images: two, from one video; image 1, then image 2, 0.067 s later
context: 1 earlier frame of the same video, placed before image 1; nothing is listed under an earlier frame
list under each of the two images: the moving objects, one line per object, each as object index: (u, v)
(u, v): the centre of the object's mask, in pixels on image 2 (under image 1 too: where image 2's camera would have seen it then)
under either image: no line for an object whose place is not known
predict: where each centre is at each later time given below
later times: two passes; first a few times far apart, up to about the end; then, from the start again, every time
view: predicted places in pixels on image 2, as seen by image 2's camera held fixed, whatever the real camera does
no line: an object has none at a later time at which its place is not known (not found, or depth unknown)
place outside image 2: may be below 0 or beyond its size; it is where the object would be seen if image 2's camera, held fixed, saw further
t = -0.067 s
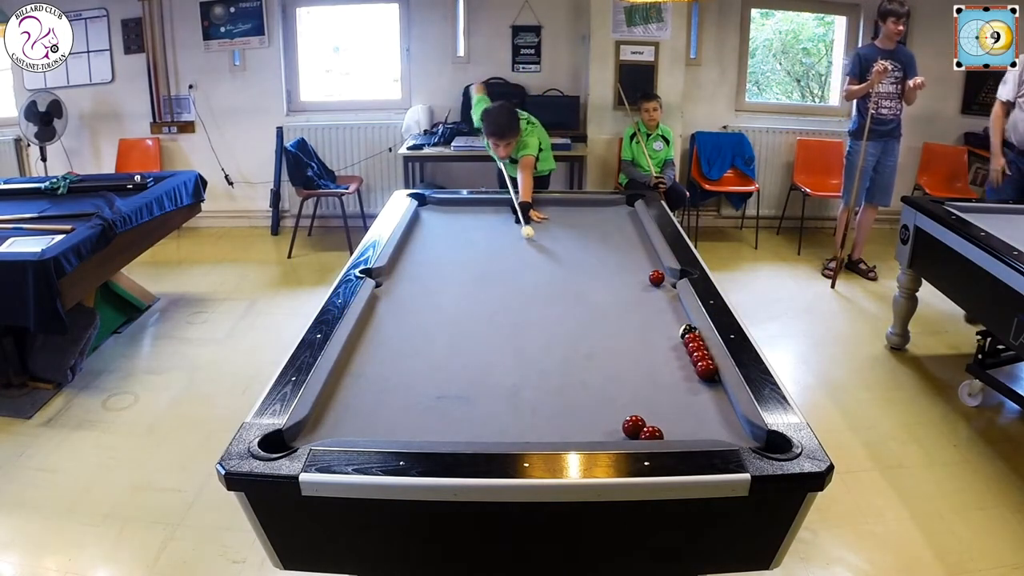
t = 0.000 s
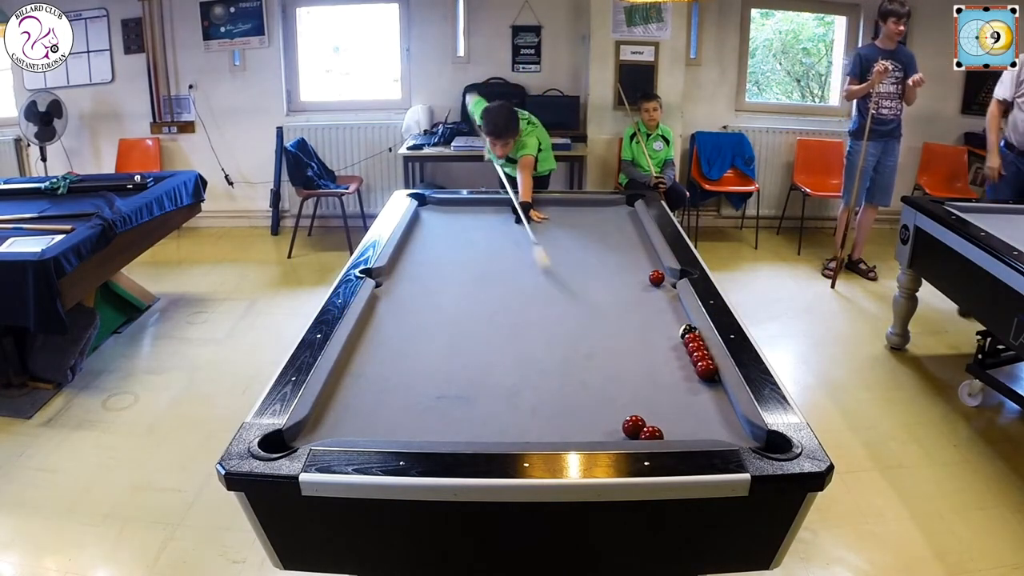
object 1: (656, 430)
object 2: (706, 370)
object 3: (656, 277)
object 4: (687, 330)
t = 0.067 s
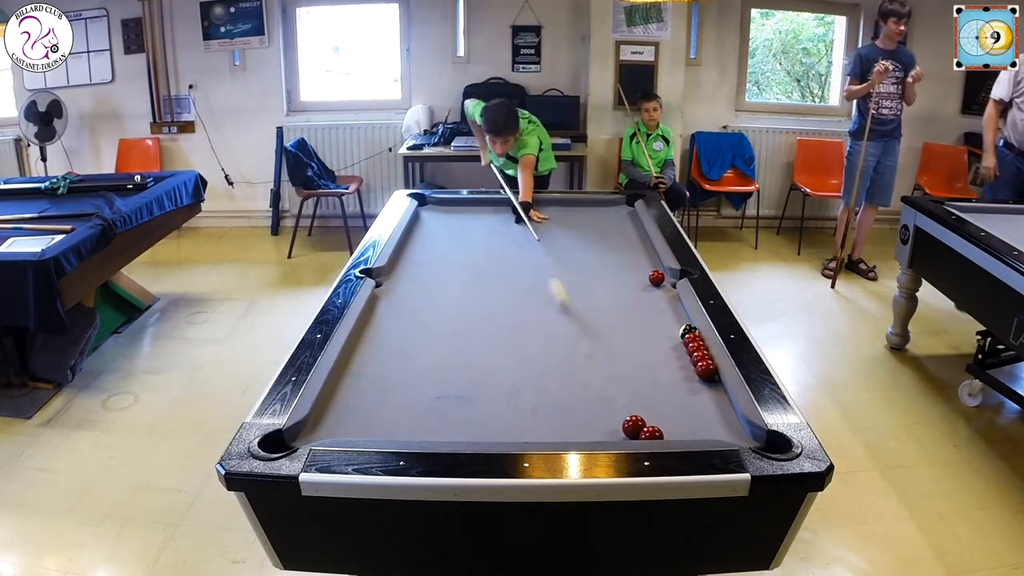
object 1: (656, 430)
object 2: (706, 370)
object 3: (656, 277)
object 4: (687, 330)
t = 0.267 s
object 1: (670, 419)
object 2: (706, 370)
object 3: (656, 277)
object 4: (687, 330)
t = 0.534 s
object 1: (661, 374)
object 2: (692, 370)
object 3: (656, 277)
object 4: (683, 318)
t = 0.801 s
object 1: (617, 358)
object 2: (667, 372)
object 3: (656, 277)
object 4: (673, 292)
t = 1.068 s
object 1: (579, 344)
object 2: (646, 374)
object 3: (648, 271)
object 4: (668, 280)
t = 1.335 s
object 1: (545, 332)
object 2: (627, 375)
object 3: (635, 262)
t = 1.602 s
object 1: (514, 321)
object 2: (612, 375)
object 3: (624, 254)
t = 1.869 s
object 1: (487, 312)
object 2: (600, 375)
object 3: (614, 247)
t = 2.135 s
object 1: (462, 303)
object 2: (591, 374)
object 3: (607, 241)
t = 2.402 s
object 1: (441, 296)
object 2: (586, 374)
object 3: (600, 236)
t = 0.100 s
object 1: (656, 430)
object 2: (706, 370)
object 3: (656, 277)
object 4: (687, 330)
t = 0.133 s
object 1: (656, 431)
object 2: (706, 370)
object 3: (656, 277)
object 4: (687, 330)
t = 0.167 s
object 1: (654, 431)
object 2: (706, 370)
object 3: (656, 277)
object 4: (687, 330)
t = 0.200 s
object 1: (653, 432)
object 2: (706, 370)
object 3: (656, 277)
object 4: (687, 330)
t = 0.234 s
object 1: (661, 429)
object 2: (706, 370)
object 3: (656, 277)
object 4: (687, 330)
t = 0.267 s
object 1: (670, 419)
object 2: (706, 370)
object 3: (656, 277)
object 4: (687, 330)
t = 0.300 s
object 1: (678, 406)
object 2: (706, 370)
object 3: (656, 277)
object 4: (687, 330)
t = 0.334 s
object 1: (685, 396)
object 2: (706, 370)
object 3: (656, 277)
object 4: (687, 330)
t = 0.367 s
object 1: (691, 385)
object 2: (706, 370)
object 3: (656, 277)
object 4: (688, 330)
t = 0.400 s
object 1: (692, 379)
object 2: (707, 369)
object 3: (656, 277)
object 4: (688, 330)
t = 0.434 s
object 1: (683, 378)
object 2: (702, 370)
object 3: (656, 277)
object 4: (684, 327)
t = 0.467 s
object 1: (675, 377)
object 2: (699, 369)
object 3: (656, 277)
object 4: (682, 324)
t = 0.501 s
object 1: (668, 376)
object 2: (696, 369)
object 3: (656, 277)
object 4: (682, 321)
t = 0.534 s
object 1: (661, 374)
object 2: (692, 370)
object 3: (656, 277)
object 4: (683, 318)
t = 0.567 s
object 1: (655, 372)
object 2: (688, 370)
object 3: (656, 277)
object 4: (683, 314)
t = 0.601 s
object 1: (649, 370)
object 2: (686, 370)
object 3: (656, 277)
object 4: (681, 312)
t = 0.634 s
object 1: (644, 367)
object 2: (682, 370)
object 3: (656, 277)
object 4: (678, 309)
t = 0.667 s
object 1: (639, 366)
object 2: (679, 370)
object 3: (656, 277)
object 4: (675, 305)
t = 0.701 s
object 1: (633, 364)
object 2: (676, 371)
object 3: (656, 277)
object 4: (671, 302)
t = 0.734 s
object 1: (627, 362)
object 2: (673, 371)
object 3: (656, 277)
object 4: (670, 299)
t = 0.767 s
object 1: (622, 360)
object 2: (670, 371)
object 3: (656, 277)
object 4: (673, 295)
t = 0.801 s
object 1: (617, 358)
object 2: (667, 372)
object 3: (656, 277)
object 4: (673, 292)
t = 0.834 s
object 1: (612, 356)
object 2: (665, 372)
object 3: (656, 277)
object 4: (672, 290)
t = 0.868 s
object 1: (607, 354)
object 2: (662, 372)
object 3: (656, 277)
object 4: (671, 288)
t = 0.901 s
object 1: (602, 352)
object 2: (659, 372)
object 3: (655, 276)
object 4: (667, 286)
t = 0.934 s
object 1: (597, 351)
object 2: (656, 373)
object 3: (654, 276)
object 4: (664, 283)
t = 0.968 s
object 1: (592, 349)
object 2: (654, 373)
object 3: (653, 275)
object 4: (665, 283)
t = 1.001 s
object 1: (588, 347)
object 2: (651, 373)
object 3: (651, 274)
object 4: (666, 282)
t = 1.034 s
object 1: (583, 345)
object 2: (648, 374)
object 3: (650, 273)
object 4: (667, 281)
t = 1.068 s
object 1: (579, 344)
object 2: (646, 374)
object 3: (648, 271)
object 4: (668, 280)
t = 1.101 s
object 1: (574, 342)
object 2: (643, 374)
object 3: (646, 270)
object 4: (669, 279)
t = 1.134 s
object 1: (570, 341)
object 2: (641, 374)
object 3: (644, 269)
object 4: (670, 278)
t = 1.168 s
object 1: (565, 339)
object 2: (639, 374)
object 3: (643, 268)
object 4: (671, 279)
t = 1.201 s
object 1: (561, 338)
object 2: (636, 374)
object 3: (641, 266)
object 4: (673, 279)
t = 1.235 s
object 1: (557, 336)
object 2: (634, 375)
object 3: (639, 265)
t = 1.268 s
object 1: (553, 335)
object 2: (632, 375)
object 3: (638, 264)
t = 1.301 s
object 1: (549, 333)
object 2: (629, 375)
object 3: (636, 263)
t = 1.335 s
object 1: (545, 332)
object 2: (627, 375)
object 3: (635, 262)
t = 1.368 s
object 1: (541, 330)
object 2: (625, 375)
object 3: (633, 261)
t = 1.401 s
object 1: (537, 329)
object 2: (623, 375)
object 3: (632, 260)
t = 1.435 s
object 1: (533, 328)
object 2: (621, 375)
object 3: (630, 259)
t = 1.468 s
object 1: (529, 326)
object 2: (619, 375)
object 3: (629, 258)
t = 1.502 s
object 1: (525, 325)
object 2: (617, 375)
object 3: (627, 257)
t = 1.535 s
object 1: (521, 323)
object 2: (616, 375)
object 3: (626, 256)
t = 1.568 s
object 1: (518, 322)
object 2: (614, 375)
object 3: (625, 255)
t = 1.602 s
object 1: (514, 321)
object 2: (612, 375)
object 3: (624, 254)
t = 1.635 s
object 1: (511, 320)
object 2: (610, 375)
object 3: (622, 253)
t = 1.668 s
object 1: (507, 318)
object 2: (609, 375)
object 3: (621, 252)
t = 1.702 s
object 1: (504, 317)
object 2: (607, 375)
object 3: (620, 251)
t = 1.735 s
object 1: (500, 316)
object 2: (606, 375)
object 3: (619, 250)
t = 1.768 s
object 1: (497, 315)
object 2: (604, 375)
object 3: (618, 249)
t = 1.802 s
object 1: (493, 314)
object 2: (603, 375)
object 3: (617, 249)
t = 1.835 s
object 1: (490, 313)
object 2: (601, 375)
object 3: (615, 248)
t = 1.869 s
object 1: (487, 312)
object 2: (600, 375)
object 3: (614, 247)
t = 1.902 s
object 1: (484, 311)
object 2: (599, 375)
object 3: (613, 246)
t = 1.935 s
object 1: (480, 309)
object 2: (598, 375)
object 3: (612, 245)
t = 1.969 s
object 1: (478, 308)
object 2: (596, 375)
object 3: (611, 245)
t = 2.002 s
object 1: (474, 307)
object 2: (595, 375)
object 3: (610, 244)
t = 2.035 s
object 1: (471, 306)
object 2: (594, 375)
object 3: (609, 243)
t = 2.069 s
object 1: (468, 305)
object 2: (593, 375)
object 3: (608, 242)
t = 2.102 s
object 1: (465, 304)
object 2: (592, 375)
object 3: (608, 242)
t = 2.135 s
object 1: (462, 303)
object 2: (591, 374)
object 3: (607, 241)
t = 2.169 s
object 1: (460, 302)
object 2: (591, 374)
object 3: (606, 240)
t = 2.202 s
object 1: (457, 301)
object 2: (590, 374)
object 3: (605, 240)
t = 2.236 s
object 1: (454, 301)
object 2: (589, 374)
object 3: (604, 239)
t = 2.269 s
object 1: (451, 299)
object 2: (588, 374)
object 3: (603, 239)
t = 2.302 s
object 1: (449, 299)
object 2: (588, 374)
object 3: (602, 238)
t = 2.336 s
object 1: (446, 298)
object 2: (587, 374)
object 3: (601, 237)
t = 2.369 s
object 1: (444, 297)
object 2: (587, 374)
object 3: (601, 237)
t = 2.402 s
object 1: (441, 296)
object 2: (586, 374)
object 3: (600, 236)
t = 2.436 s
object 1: (438, 295)
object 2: (586, 374)
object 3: (599, 236)
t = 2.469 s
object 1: (436, 294)
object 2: (586, 374)
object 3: (599, 235)
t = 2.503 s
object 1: (434, 293)
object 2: (586, 374)
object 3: (598, 235)
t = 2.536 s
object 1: (431, 292)
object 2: (586, 374)
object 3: (597, 234)
